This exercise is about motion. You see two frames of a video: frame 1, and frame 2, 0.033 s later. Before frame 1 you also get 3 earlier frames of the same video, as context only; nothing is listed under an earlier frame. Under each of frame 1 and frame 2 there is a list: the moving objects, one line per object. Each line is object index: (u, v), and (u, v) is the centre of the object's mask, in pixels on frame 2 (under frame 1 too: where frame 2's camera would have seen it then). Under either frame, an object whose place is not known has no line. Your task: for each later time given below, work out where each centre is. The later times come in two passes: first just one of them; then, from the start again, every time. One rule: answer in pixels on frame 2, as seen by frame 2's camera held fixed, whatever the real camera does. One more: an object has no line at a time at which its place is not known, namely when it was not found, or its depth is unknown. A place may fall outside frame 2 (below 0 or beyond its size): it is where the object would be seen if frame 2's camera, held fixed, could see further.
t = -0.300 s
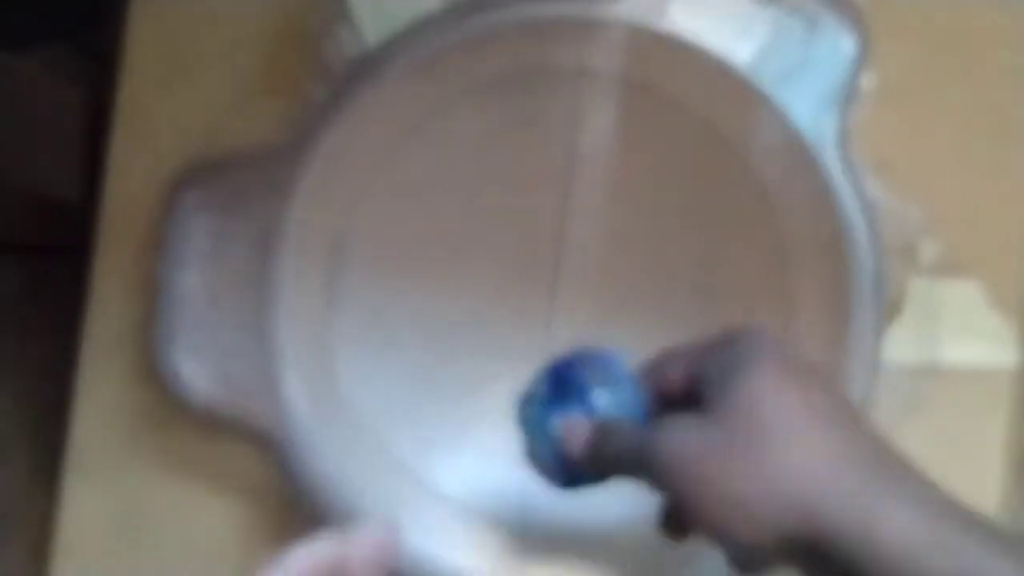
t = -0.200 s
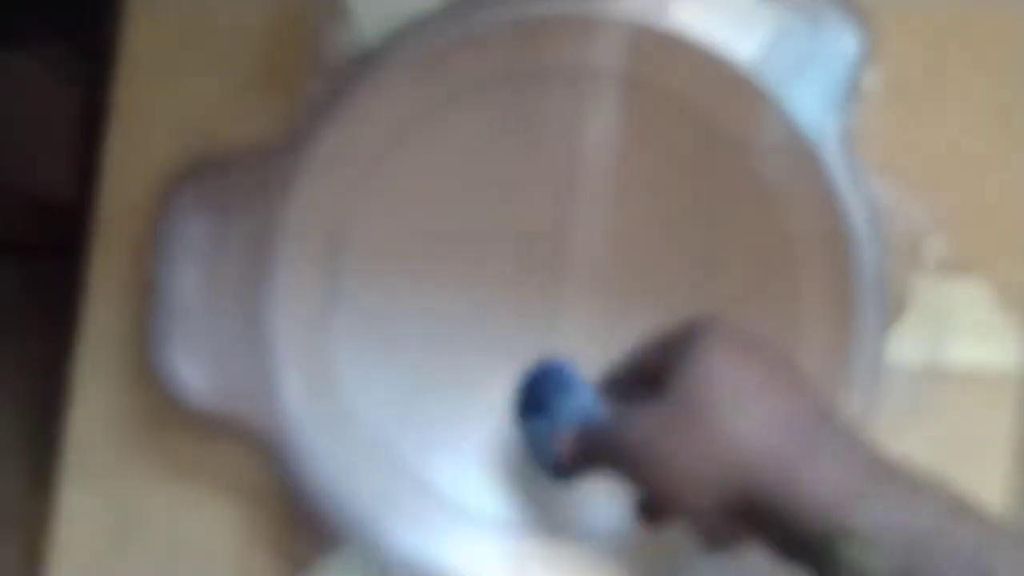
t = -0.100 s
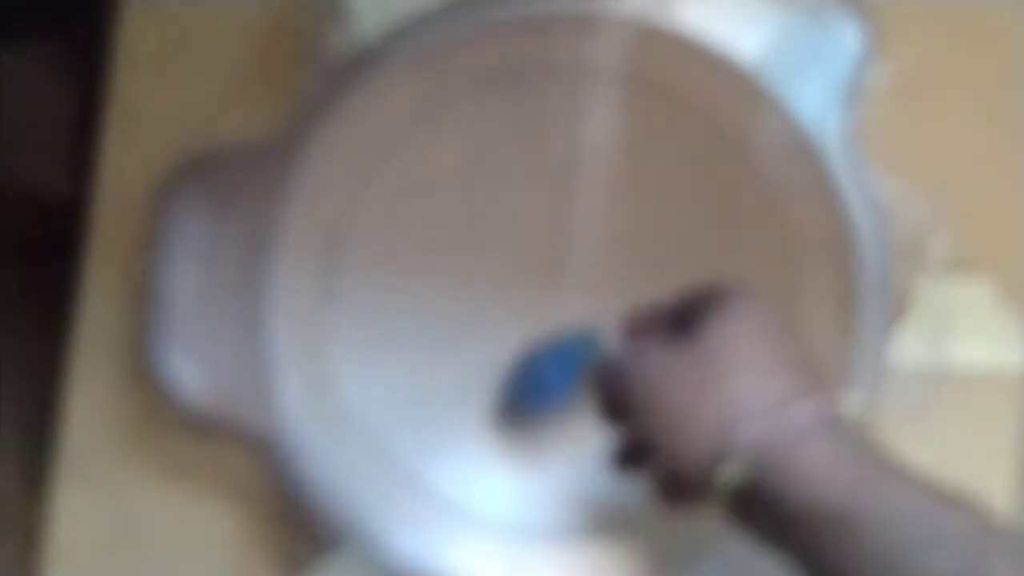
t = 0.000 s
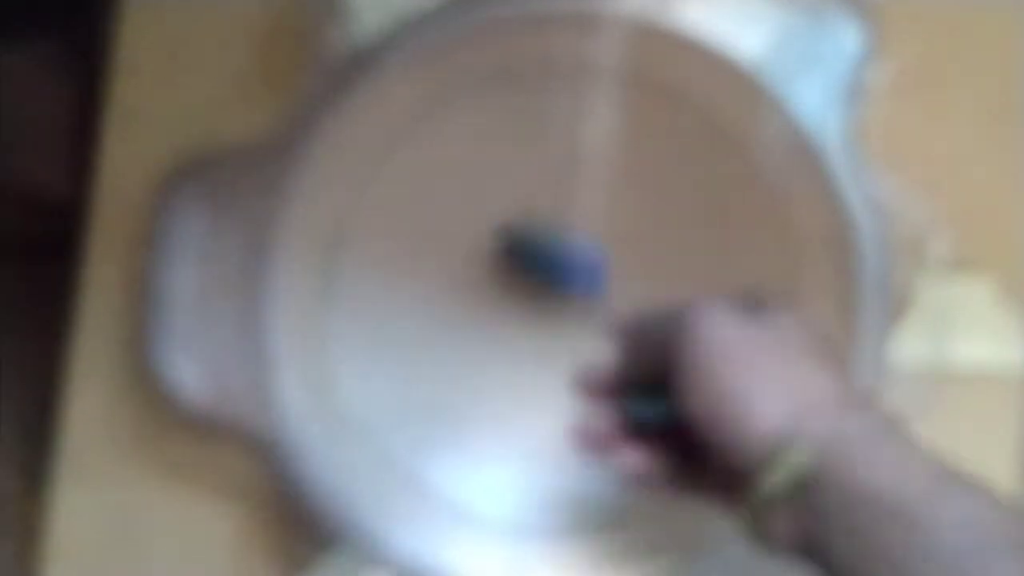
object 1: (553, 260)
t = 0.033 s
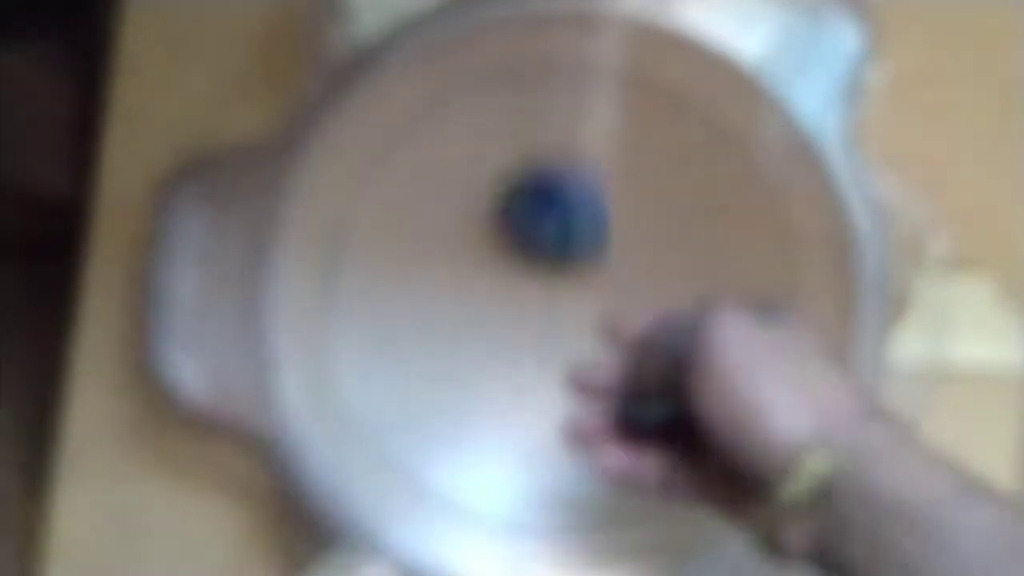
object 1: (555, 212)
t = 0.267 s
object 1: (568, 123)
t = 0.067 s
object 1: (555, 178)
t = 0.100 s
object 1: (553, 152)
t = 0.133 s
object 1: (559, 134)
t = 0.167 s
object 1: (563, 122)
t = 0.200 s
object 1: (565, 118)
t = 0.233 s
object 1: (566, 119)
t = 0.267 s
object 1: (568, 123)
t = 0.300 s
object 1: (572, 132)
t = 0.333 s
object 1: (572, 142)
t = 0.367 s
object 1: (573, 153)
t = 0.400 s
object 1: (572, 165)
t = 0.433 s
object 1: (572, 177)
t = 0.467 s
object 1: (571, 189)
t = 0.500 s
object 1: (570, 201)
